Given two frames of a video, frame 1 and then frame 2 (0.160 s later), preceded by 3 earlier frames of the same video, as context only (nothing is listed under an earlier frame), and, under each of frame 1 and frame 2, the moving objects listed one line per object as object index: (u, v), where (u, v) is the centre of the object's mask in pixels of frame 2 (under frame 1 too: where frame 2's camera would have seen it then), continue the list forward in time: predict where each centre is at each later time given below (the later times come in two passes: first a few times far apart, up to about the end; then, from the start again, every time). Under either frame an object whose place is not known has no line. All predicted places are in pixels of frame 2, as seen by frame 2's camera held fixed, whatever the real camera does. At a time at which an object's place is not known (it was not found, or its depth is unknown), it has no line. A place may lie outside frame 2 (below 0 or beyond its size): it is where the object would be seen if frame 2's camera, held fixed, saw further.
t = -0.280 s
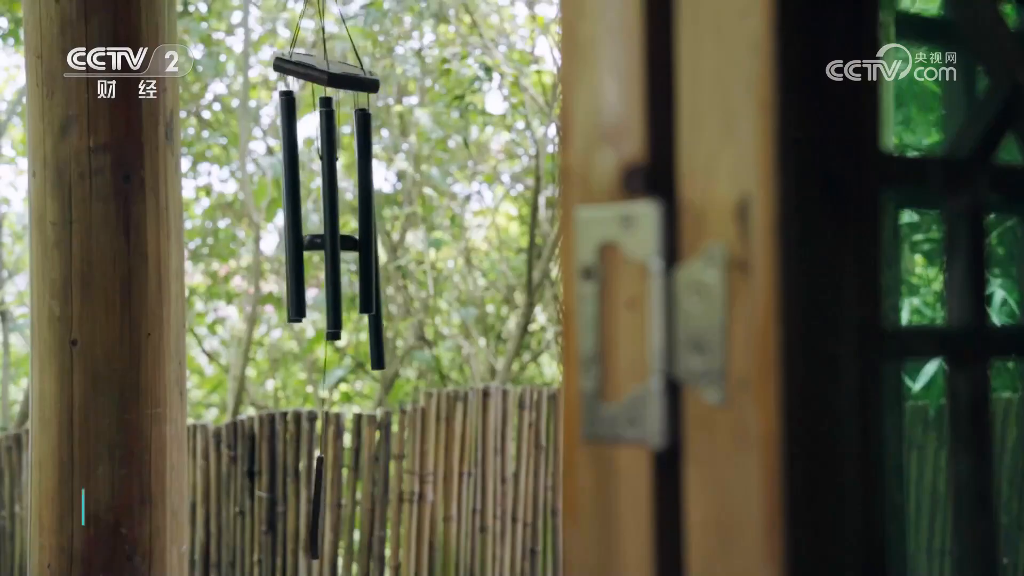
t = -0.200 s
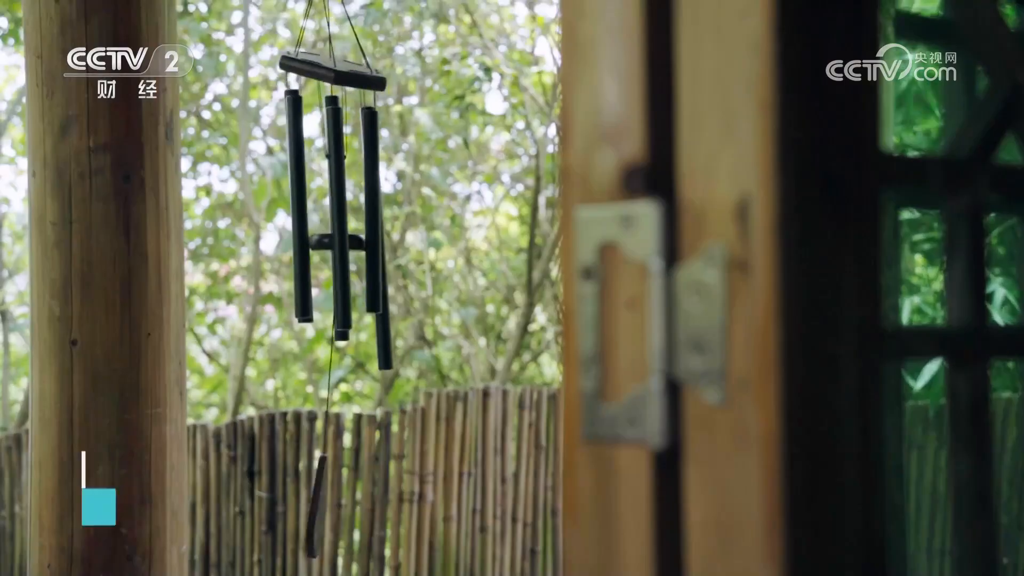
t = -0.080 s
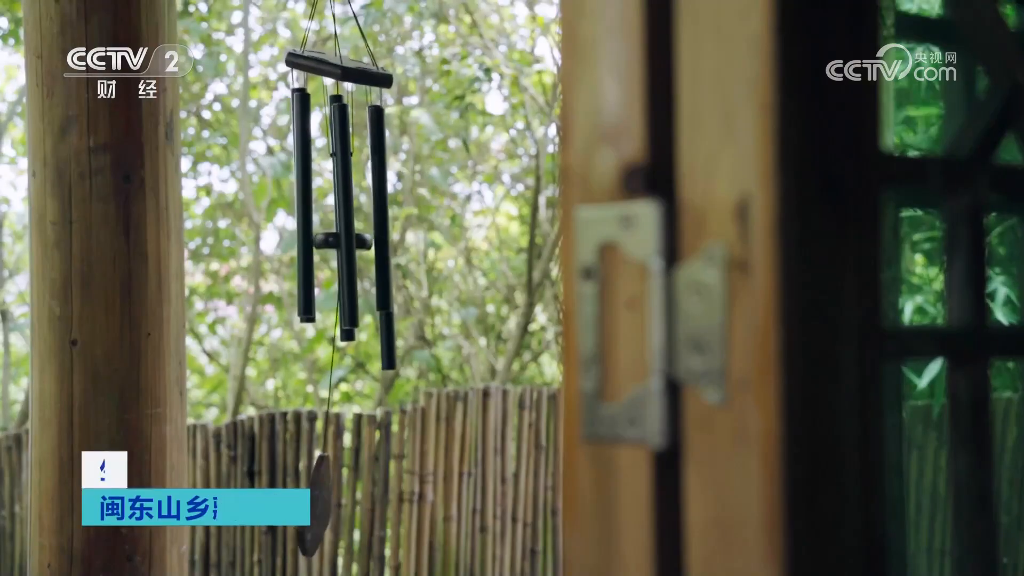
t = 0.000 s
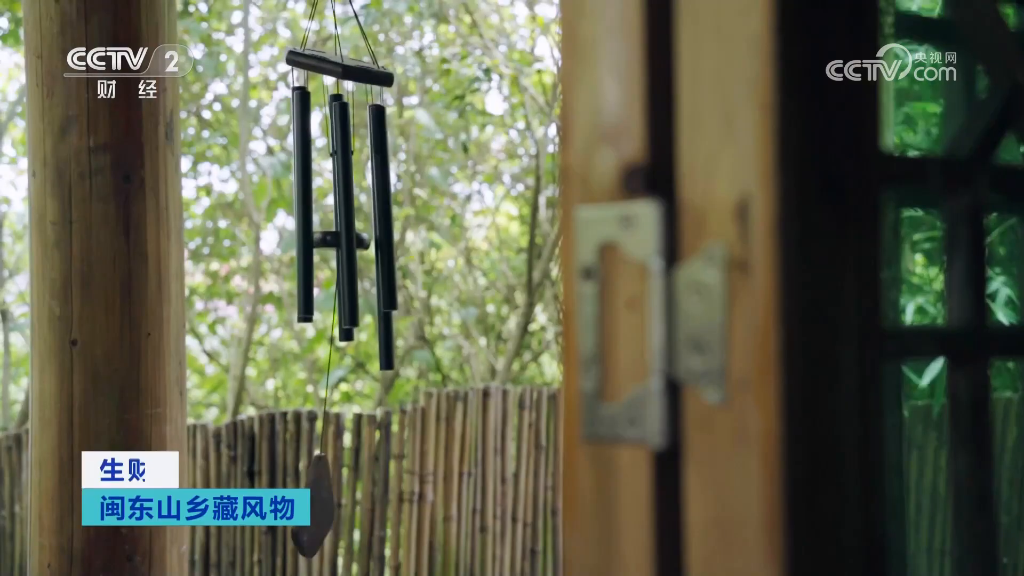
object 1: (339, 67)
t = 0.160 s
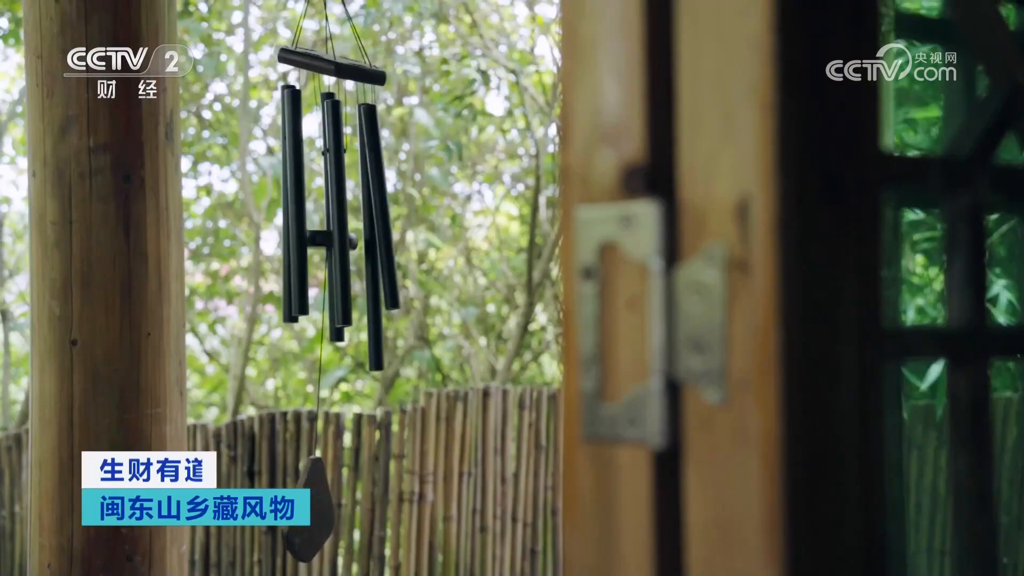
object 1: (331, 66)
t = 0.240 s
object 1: (323, 65)
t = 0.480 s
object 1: (297, 67)
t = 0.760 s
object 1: (269, 70)
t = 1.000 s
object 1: (264, 73)
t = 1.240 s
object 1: (277, 75)
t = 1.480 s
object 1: (301, 75)
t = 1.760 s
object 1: (321, 71)
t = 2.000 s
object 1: (329, 68)
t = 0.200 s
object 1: (328, 66)
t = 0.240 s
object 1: (323, 65)
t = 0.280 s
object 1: (319, 65)
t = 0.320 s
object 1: (315, 66)
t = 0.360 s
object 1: (311, 66)
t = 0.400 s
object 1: (307, 66)
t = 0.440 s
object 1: (302, 67)
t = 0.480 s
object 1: (297, 67)
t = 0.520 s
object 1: (291, 67)
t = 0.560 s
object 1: (286, 68)
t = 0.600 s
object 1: (282, 68)
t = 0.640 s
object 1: (278, 68)
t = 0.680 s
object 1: (274, 69)
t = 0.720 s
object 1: (271, 69)
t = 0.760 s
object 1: (269, 70)
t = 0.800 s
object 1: (267, 71)
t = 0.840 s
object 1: (265, 71)
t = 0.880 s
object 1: (264, 71)
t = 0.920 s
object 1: (263, 72)
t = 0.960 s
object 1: (263, 72)
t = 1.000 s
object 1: (264, 73)
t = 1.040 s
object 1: (264, 73)
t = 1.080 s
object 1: (266, 73)
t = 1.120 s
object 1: (268, 74)
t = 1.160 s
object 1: (270, 74)
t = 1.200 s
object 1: (274, 74)
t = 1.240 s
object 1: (277, 75)
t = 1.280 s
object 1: (281, 75)
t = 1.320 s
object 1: (284, 75)
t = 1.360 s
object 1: (288, 75)
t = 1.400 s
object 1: (292, 75)
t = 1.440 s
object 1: (297, 75)
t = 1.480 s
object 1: (301, 75)
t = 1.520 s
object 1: (305, 75)
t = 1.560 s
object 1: (308, 75)
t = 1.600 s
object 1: (309, 73)
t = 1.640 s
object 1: (311, 72)
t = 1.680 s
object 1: (316, 73)
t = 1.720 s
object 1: (318, 72)
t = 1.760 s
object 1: (321, 71)
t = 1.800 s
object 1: (324, 71)
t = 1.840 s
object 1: (326, 71)
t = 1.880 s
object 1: (327, 70)
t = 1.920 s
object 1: (329, 69)
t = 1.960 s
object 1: (329, 68)
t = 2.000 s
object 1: (329, 68)
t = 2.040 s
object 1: (329, 67)
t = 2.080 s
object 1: (329, 66)
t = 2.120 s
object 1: (329, 66)
